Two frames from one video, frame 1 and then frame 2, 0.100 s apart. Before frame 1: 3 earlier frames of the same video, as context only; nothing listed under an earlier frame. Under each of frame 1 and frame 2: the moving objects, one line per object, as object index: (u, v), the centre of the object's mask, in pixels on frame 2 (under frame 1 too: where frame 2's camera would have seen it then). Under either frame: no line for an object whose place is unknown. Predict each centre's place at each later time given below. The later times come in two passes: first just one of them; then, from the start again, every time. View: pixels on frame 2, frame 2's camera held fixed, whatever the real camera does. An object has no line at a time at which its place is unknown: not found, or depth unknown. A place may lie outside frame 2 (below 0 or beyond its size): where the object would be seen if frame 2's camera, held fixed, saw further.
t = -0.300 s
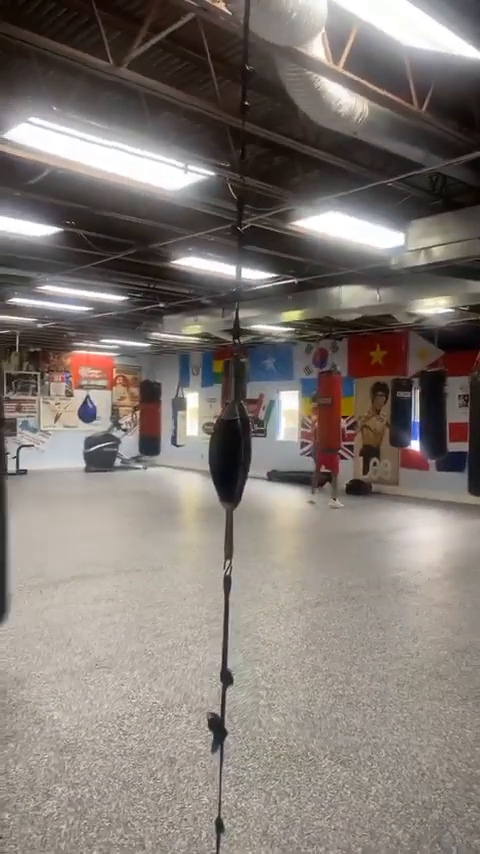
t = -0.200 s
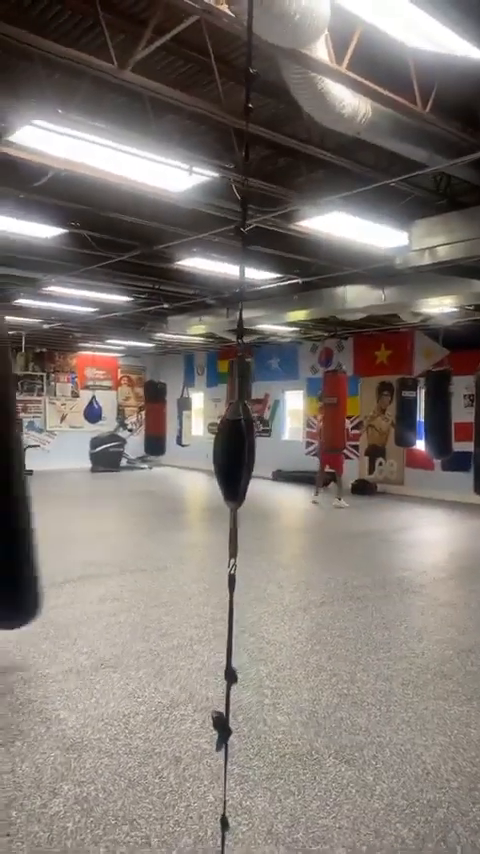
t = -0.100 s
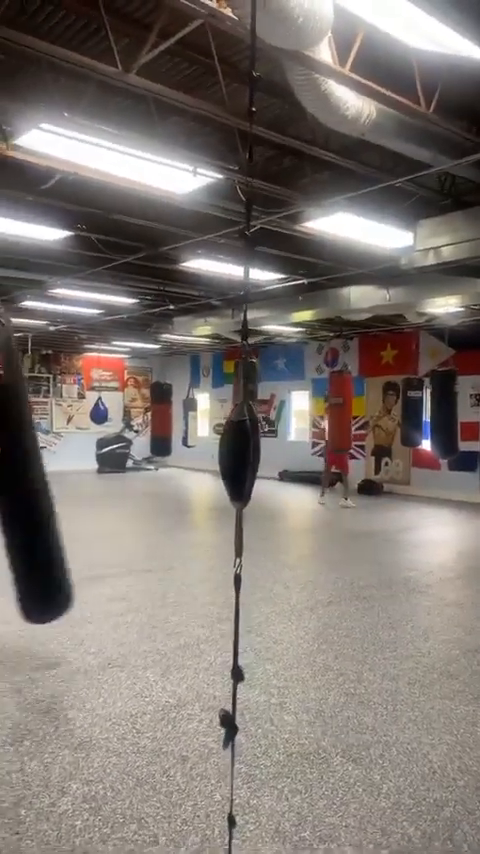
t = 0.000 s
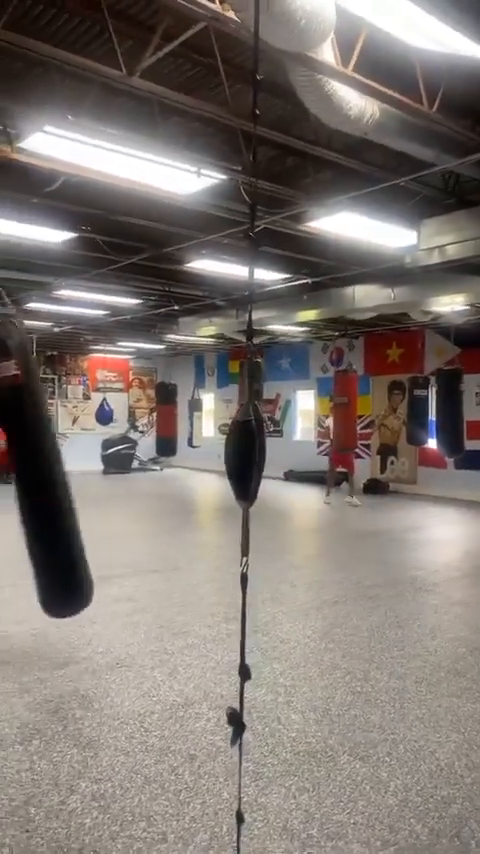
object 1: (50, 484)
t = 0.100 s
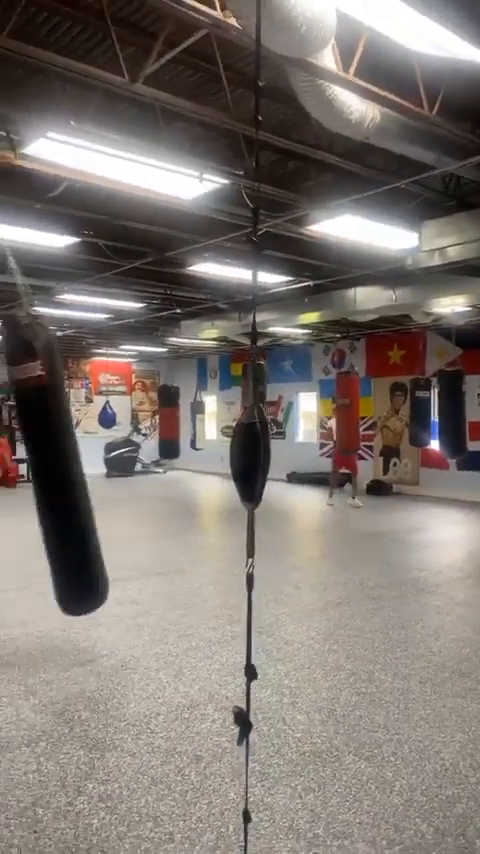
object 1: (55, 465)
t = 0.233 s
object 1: (61, 461)
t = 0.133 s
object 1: (57, 463)
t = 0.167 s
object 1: (59, 462)
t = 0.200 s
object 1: (60, 461)
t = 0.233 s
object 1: (61, 461)
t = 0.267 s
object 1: (61, 461)
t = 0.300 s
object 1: (60, 460)
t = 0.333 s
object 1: (60, 462)
